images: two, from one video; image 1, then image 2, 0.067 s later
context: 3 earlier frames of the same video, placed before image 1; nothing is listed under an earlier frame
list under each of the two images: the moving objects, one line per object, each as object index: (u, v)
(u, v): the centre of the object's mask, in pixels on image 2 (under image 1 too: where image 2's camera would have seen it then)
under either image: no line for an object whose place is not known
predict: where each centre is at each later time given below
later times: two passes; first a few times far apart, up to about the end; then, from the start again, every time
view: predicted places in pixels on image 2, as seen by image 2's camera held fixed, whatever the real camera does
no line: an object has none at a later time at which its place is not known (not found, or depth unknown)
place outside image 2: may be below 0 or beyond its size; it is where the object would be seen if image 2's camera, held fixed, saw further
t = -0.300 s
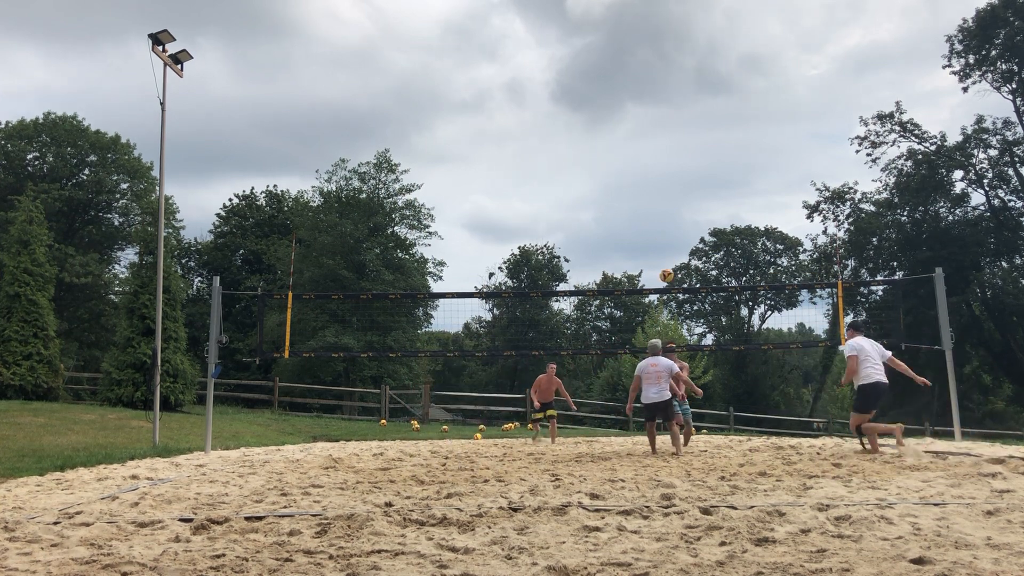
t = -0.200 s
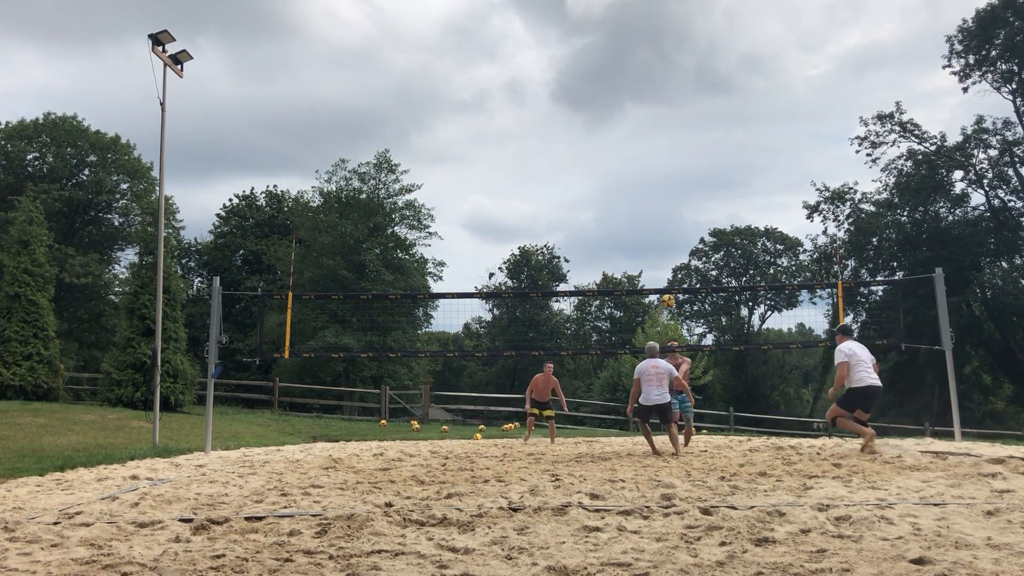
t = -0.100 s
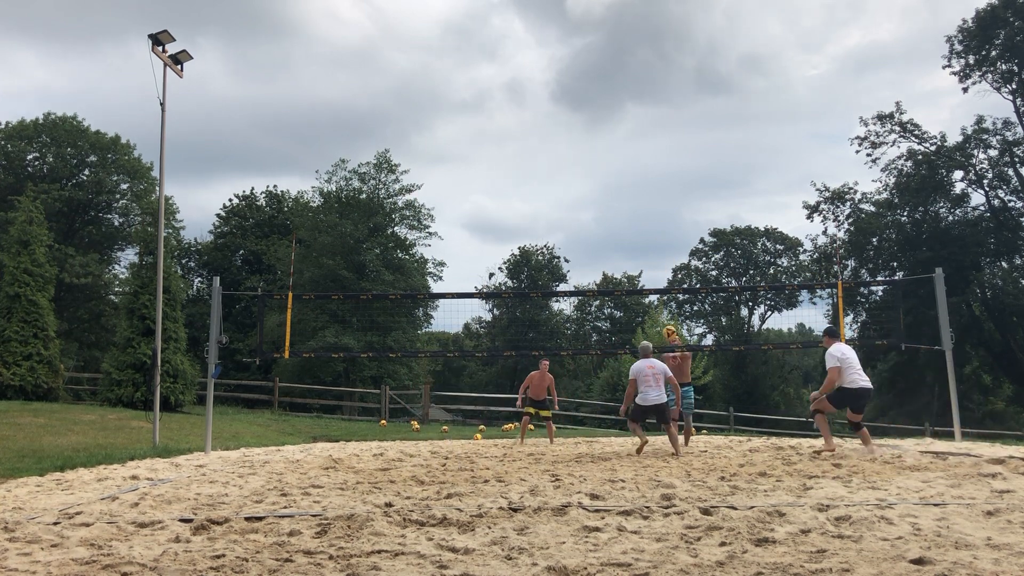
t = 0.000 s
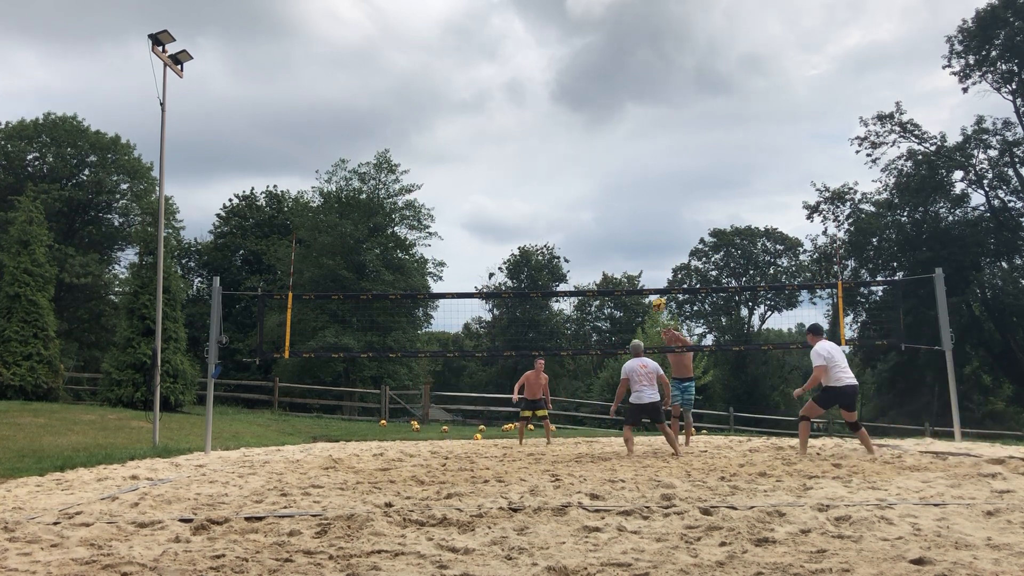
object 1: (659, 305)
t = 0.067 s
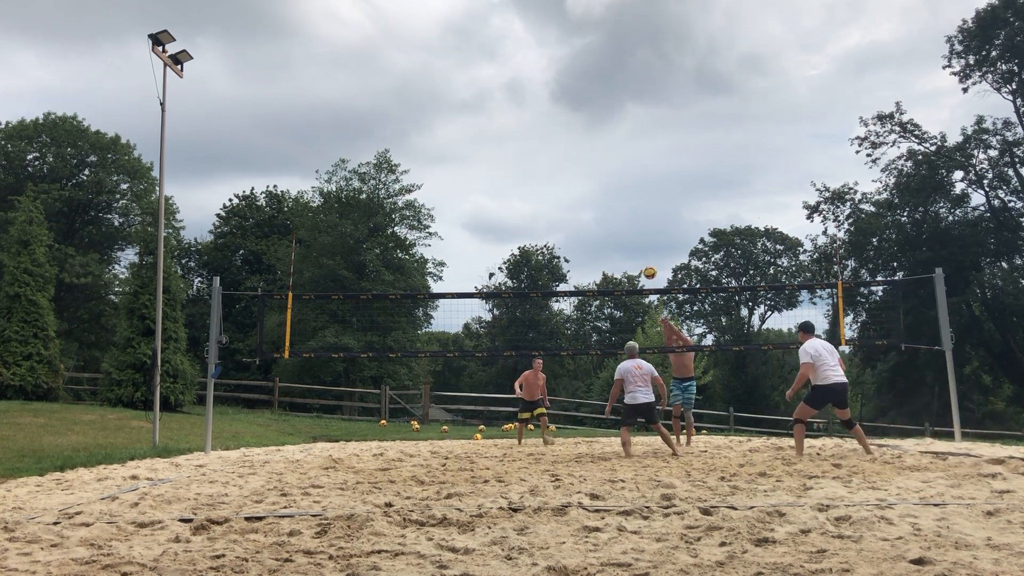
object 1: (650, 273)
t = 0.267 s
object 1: (625, 198)
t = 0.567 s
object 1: (591, 137)
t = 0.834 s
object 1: (563, 129)
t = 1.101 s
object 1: (537, 160)
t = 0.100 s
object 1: (645, 258)
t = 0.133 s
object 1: (641, 244)
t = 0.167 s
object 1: (637, 231)
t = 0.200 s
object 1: (633, 219)
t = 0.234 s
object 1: (629, 208)
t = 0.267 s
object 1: (625, 198)
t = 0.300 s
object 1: (621, 188)
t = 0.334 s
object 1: (617, 179)
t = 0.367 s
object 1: (613, 171)
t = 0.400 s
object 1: (609, 164)
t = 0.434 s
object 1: (606, 157)
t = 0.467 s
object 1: (602, 151)
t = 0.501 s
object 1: (598, 146)
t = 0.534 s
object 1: (594, 141)
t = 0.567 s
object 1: (591, 137)
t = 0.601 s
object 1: (587, 134)
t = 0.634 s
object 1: (584, 132)
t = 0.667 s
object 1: (580, 129)
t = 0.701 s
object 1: (576, 128)
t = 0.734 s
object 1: (573, 128)
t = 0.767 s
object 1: (570, 128)
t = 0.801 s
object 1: (566, 128)
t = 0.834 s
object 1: (563, 129)
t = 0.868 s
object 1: (559, 131)
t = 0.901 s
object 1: (556, 134)
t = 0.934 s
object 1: (553, 136)
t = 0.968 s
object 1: (550, 140)
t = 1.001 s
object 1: (546, 144)
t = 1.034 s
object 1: (543, 149)
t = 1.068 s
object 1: (540, 154)
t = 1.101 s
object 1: (537, 160)
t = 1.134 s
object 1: (534, 167)
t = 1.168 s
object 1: (530, 174)
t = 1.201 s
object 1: (527, 181)
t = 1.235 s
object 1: (525, 190)
